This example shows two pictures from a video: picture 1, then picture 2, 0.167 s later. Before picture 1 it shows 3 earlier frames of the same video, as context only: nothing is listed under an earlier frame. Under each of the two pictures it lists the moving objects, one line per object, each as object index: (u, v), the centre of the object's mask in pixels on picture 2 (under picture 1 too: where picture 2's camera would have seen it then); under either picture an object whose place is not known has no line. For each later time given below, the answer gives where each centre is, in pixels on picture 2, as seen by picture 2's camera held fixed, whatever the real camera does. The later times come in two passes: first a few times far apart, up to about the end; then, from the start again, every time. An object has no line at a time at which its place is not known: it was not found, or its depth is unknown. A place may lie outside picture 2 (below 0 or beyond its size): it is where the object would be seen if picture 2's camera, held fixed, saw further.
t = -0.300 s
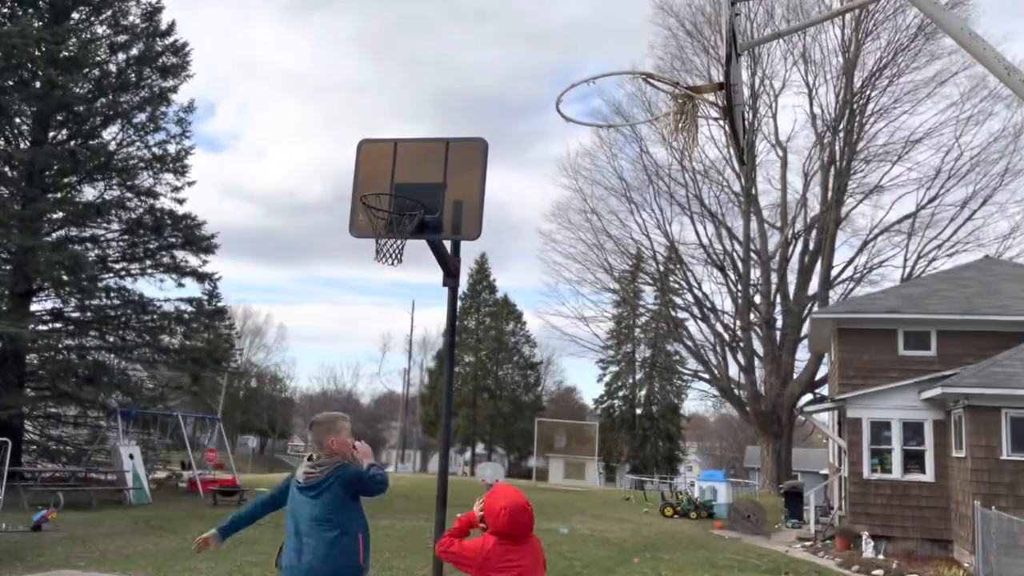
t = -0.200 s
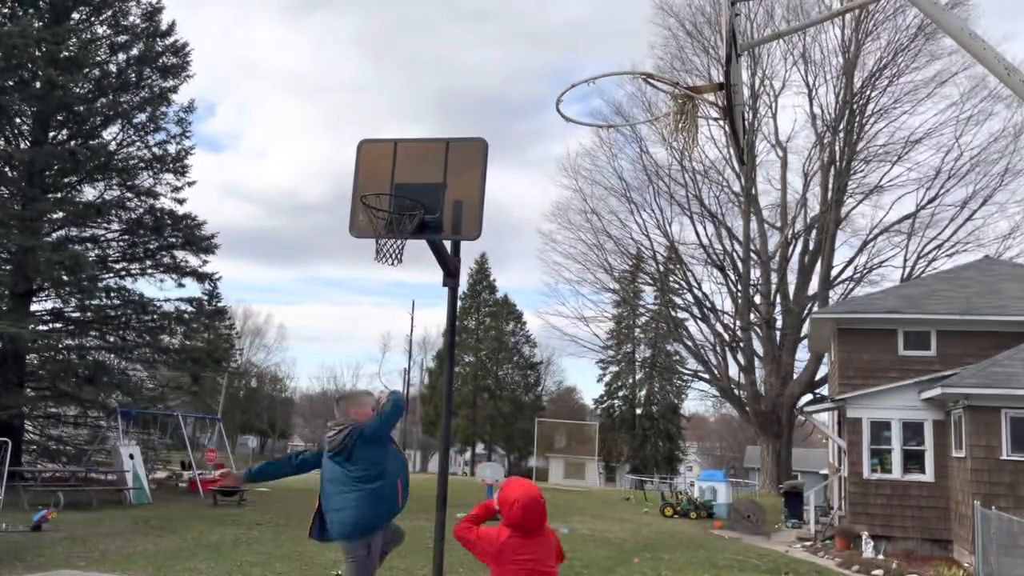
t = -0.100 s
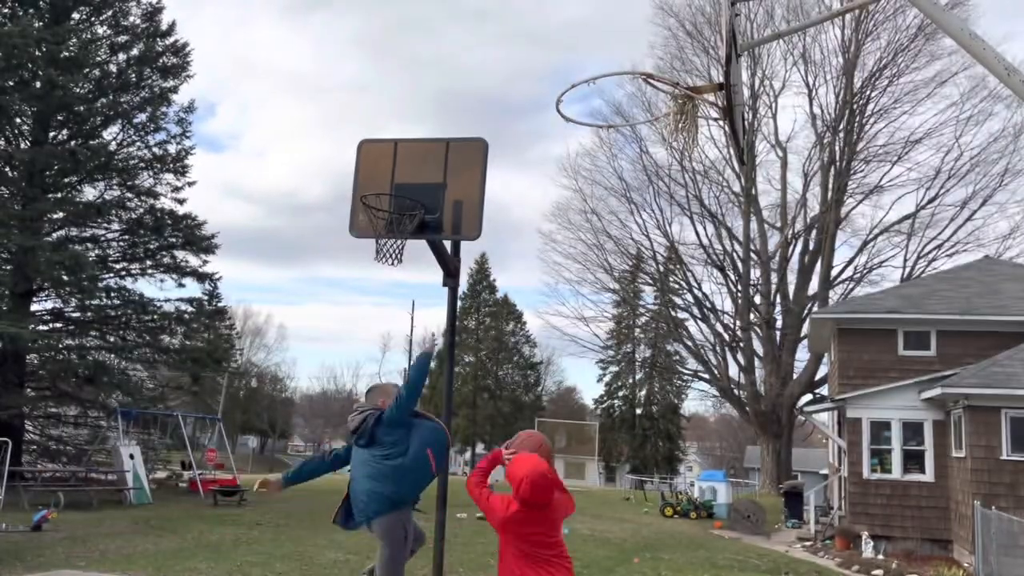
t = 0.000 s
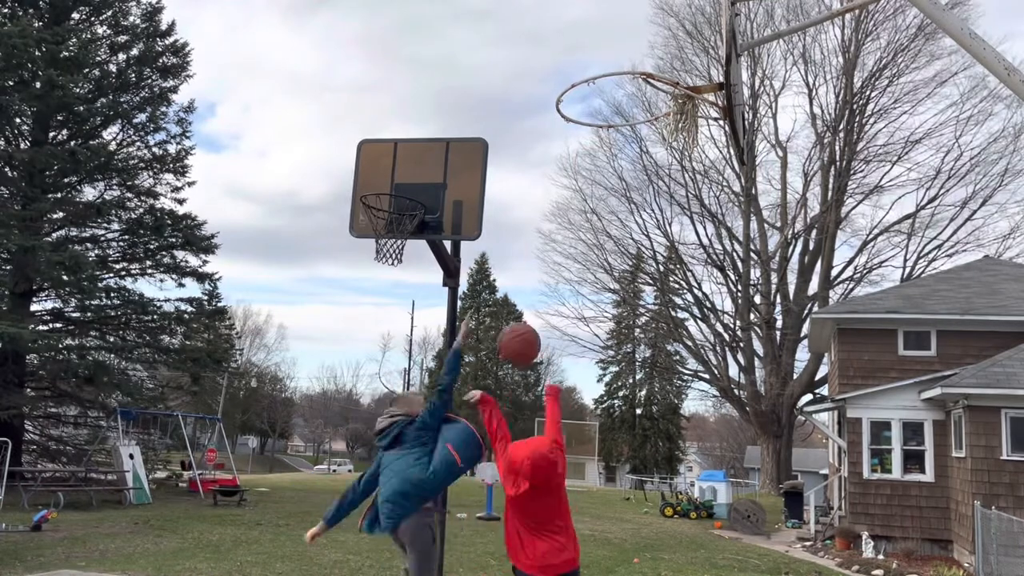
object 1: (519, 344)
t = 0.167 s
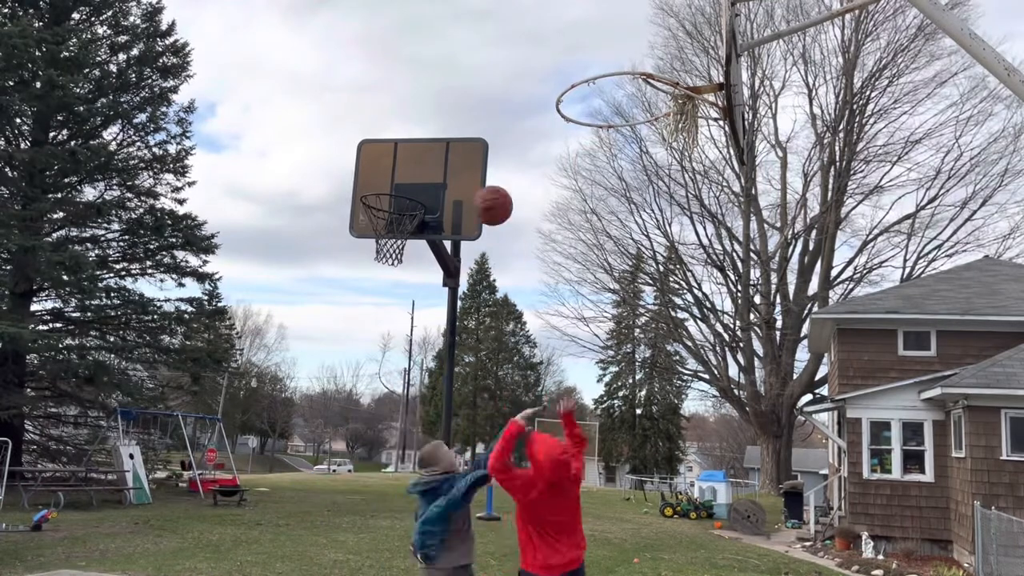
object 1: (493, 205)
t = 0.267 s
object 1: (478, 153)
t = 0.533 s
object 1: (442, 102)
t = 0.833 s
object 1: (402, 163)
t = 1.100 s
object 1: (393, 224)
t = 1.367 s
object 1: (388, 244)
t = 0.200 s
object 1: (488, 186)
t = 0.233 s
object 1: (482, 169)
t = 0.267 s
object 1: (478, 153)
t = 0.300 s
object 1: (473, 140)
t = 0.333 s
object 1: (469, 129)
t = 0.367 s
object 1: (464, 121)
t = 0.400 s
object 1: (460, 113)
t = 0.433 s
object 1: (455, 108)
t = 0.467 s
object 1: (451, 104)
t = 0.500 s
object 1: (446, 102)
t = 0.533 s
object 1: (442, 102)
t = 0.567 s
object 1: (437, 103)
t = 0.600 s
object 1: (433, 105)
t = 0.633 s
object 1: (428, 109)
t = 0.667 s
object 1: (424, 114)
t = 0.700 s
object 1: (420, 121)
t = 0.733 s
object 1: (415, 130)
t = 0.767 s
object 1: (411, 139)
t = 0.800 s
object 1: (408, 150)
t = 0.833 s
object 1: (402, 163)
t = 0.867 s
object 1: (397, 174)
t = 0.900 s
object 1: (393, 188)
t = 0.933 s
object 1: (391, 204)
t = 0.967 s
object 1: (393, 203)
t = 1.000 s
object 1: (395, 203)
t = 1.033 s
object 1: (395, 205)
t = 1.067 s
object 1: (395, 214)
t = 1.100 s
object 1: (393, 224)
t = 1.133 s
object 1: (392, 232)
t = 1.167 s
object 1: (390, 235)
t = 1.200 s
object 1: (389, 235)
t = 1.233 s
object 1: (390, 235)
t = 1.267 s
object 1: (390, 236)
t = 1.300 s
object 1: (391, 238)
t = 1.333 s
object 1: (390, 240)
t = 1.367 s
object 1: (388, 244)
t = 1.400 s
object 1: (388, 249)
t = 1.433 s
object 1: (388, 256)
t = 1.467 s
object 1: (388, 266)
